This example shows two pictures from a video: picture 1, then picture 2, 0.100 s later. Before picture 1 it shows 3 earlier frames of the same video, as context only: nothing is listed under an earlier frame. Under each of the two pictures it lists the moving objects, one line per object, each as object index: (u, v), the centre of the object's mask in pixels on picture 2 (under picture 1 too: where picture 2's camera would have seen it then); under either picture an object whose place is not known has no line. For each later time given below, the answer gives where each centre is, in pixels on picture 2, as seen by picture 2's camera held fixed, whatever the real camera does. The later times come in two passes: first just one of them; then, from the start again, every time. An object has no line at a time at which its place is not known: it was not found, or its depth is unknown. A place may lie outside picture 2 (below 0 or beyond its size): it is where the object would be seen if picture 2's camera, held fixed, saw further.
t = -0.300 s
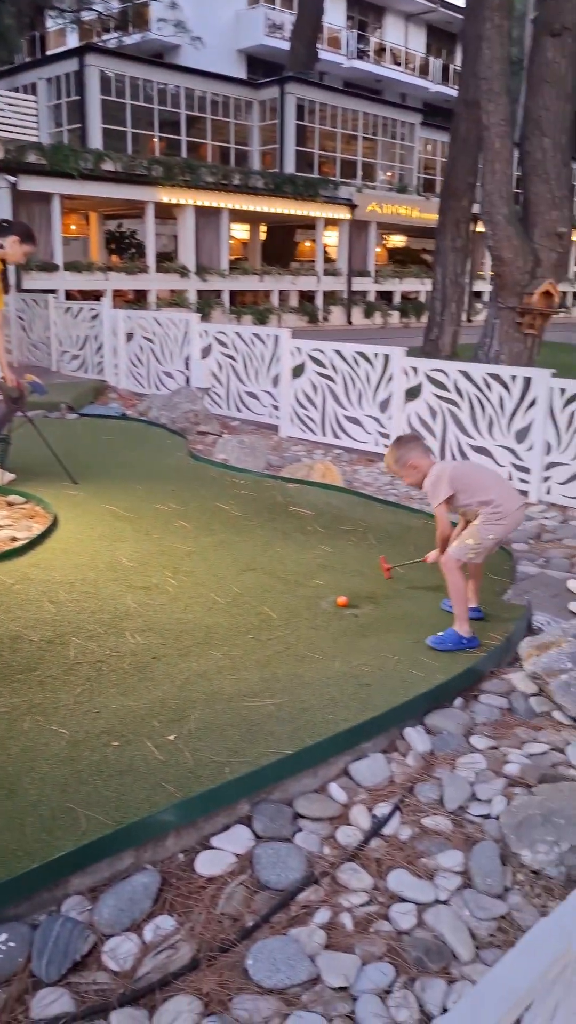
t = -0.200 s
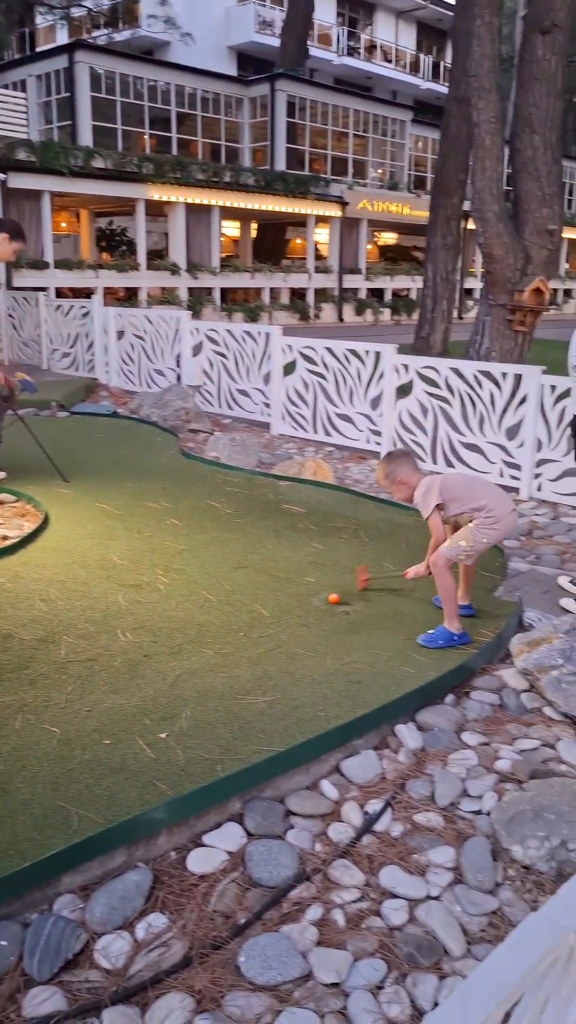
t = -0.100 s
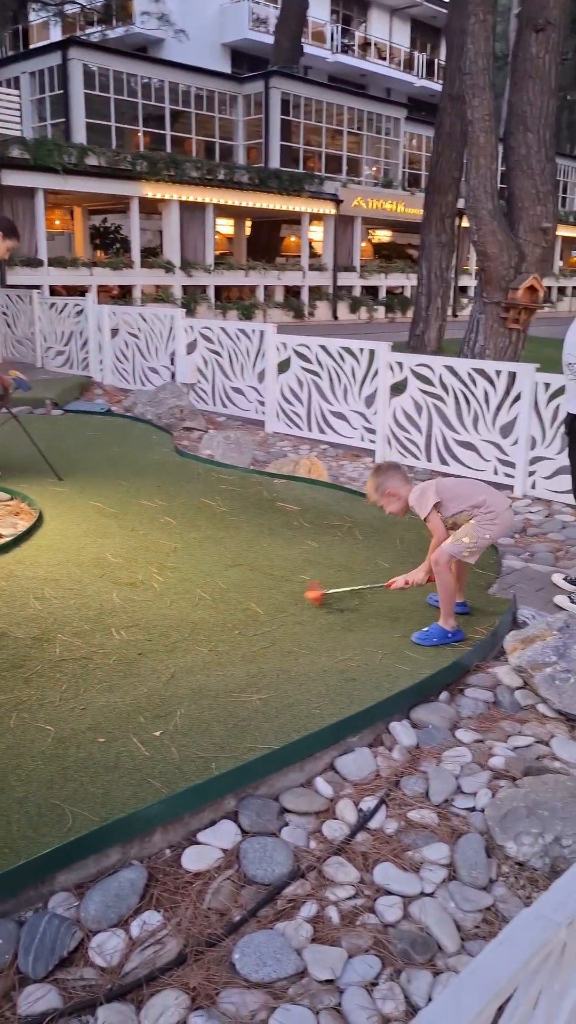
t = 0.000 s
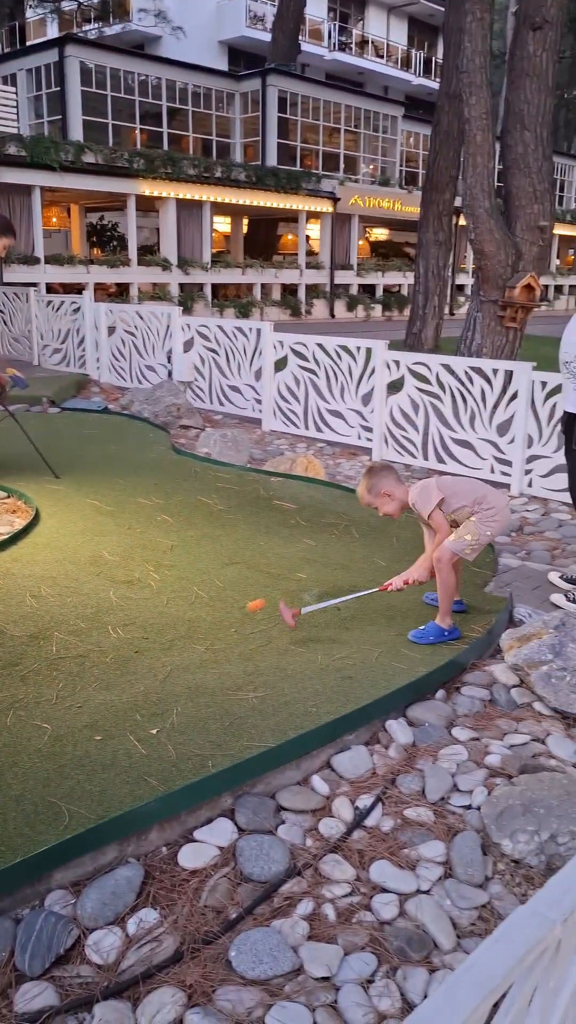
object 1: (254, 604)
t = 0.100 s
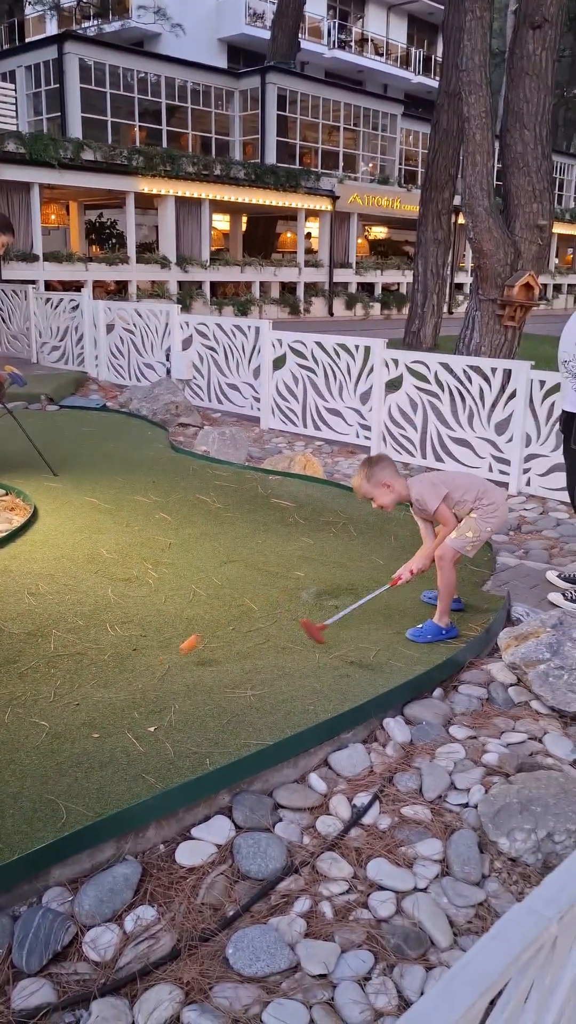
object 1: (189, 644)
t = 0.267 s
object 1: (94, 682)
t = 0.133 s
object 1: (168, 659)
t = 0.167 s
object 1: (151, 659)
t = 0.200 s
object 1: (133, 663)
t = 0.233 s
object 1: (113, 671)
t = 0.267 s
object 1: (94, 682)
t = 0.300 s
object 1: (74, 698)
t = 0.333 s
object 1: (54, 705)
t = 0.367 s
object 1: (33, 710)
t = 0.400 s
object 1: (11, 718)
